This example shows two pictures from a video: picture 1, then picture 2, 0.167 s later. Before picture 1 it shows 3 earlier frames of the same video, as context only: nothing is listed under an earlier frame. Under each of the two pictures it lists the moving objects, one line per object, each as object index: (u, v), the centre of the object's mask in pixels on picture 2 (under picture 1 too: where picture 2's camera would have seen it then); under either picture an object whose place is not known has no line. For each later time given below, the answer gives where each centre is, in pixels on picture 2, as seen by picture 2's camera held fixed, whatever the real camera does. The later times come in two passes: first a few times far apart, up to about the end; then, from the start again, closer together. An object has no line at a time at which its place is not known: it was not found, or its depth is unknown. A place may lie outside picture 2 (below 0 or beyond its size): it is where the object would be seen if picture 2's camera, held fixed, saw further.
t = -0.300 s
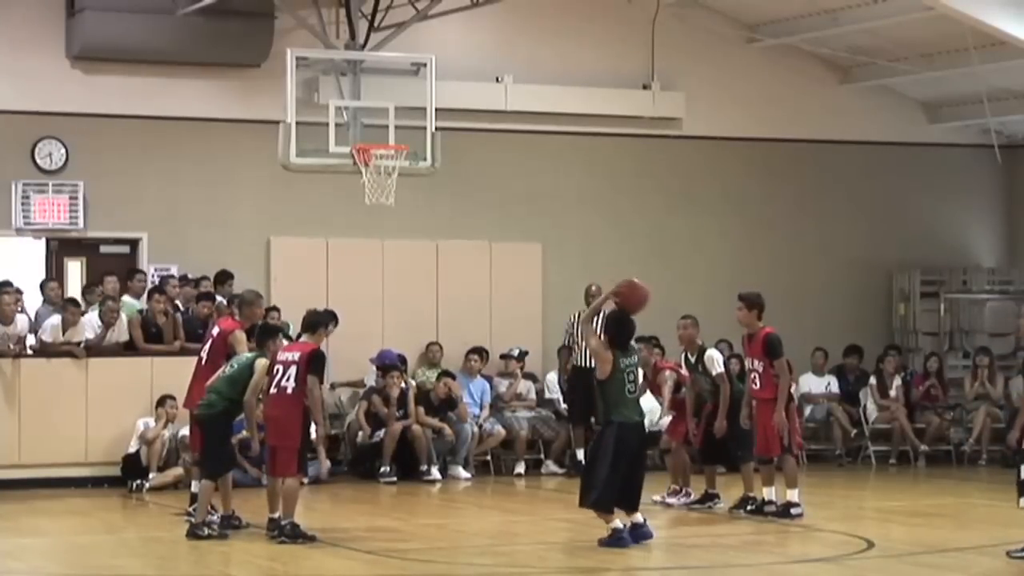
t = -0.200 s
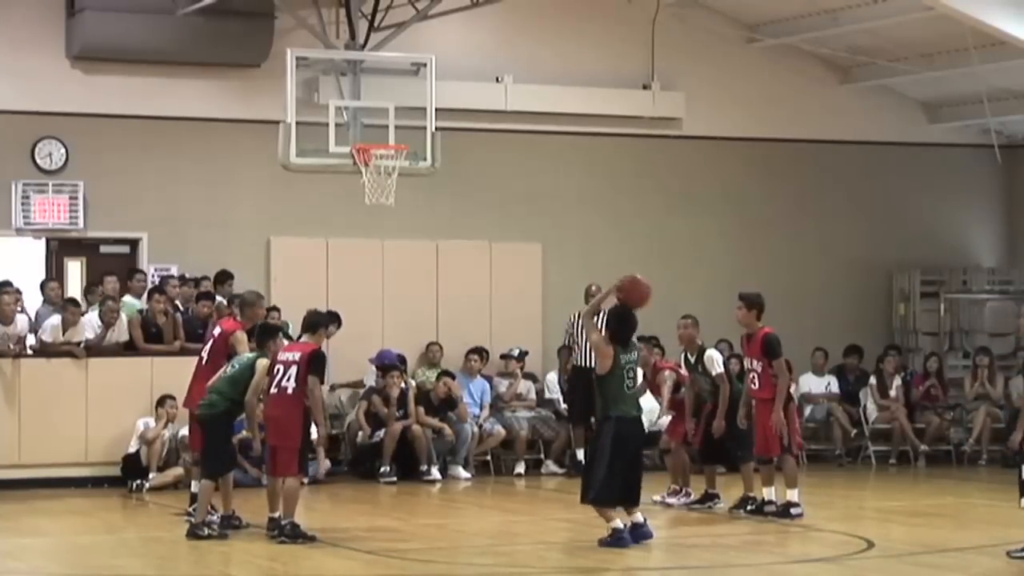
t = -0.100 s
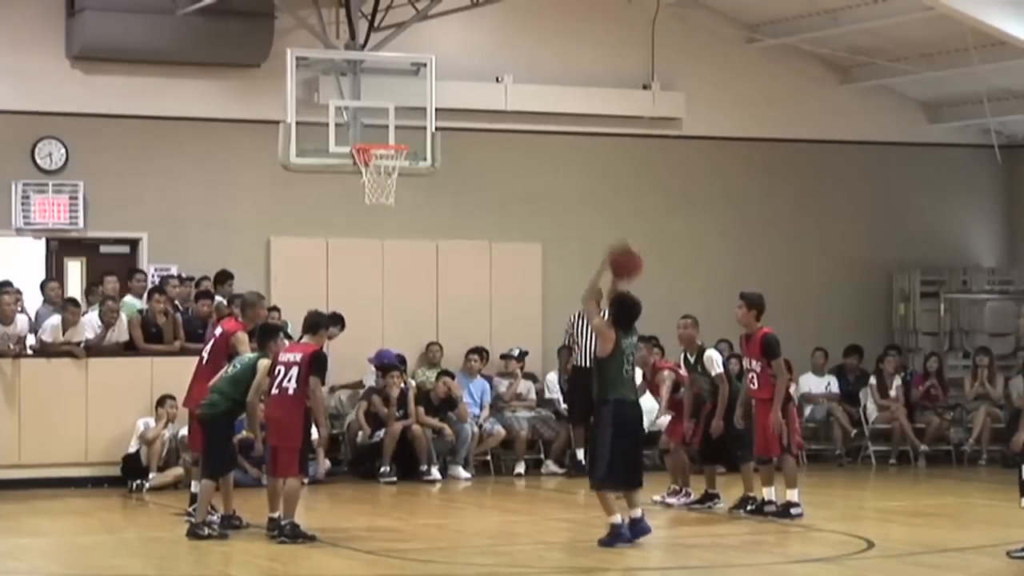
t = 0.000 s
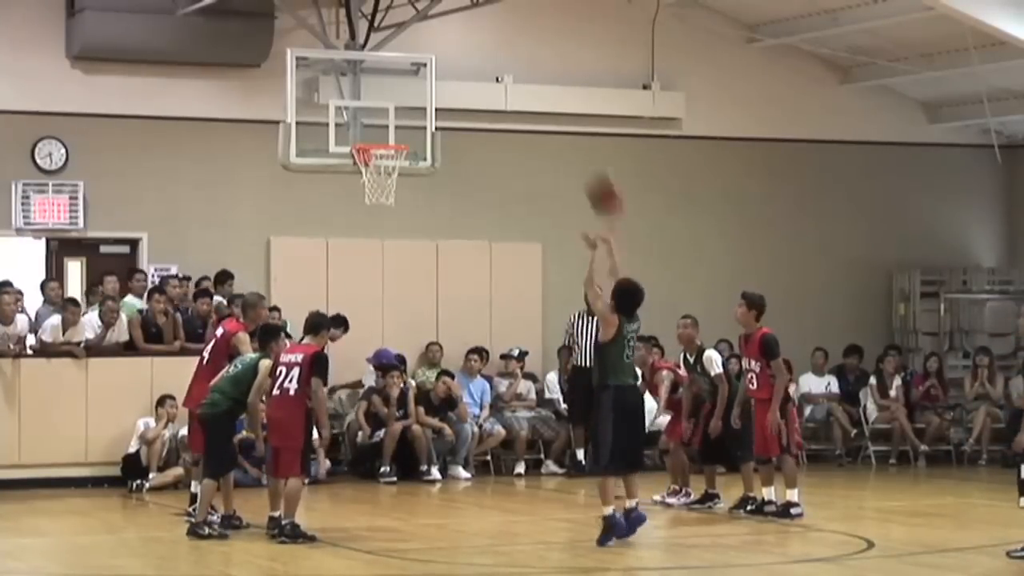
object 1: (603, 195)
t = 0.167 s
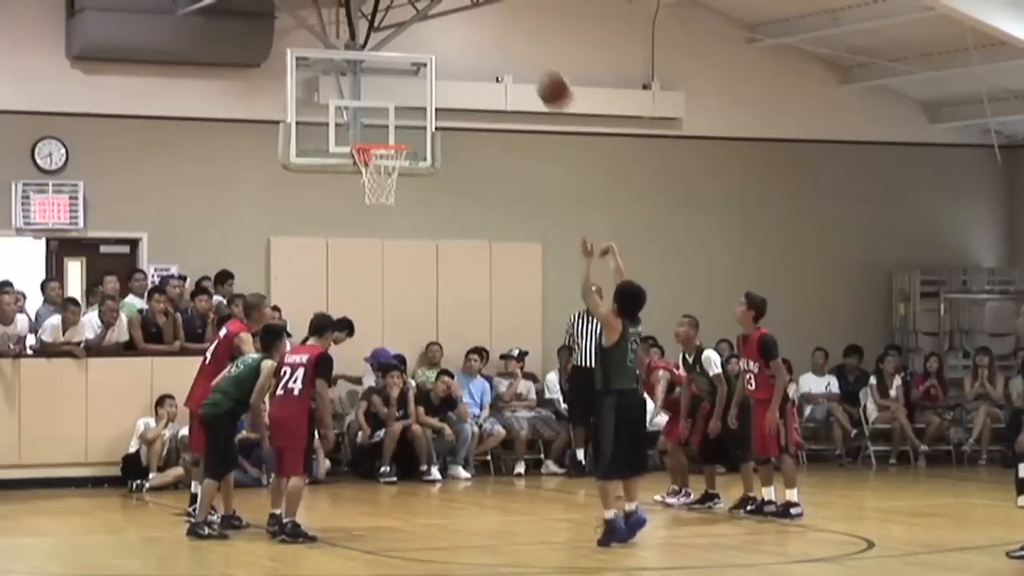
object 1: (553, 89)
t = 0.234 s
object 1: (535, 61)
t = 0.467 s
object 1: (475, 12)
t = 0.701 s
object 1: (422, 29)
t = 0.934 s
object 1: (373, 103)
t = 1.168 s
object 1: (399, 78)
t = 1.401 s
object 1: (456, 42)
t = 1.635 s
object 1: (513, 68)
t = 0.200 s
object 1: (544, 74)
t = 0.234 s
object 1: (535, 61)
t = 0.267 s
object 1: (527, 50)
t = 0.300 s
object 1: (517, 39)
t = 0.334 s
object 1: (509, 31)
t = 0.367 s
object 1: (500, 23)
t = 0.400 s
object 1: (492, 17)
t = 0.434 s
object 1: (484, 14)
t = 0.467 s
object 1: (475, 12)
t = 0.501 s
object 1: (467, 11)
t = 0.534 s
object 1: (460, 11)
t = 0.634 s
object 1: (437, 16)
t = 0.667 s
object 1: (430, 22)
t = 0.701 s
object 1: (422, 29)
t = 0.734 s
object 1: (416, 36)
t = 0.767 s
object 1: (408, 43)
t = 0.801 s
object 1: (401, 53)
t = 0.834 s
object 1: (394, 64)
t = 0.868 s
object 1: (387, 76)
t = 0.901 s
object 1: (380, 89)
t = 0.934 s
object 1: (373, 103)
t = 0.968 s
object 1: (367, 120)
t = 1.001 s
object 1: (360, 132)
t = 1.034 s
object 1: (367, 125)
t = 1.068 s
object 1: (376, 109)
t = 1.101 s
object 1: (384, 97)
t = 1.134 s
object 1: (391, 87)
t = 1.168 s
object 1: (399, 78)
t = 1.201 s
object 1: (408, 68)
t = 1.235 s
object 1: (416, 60)
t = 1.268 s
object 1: (423, 55)
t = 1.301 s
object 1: (432, 49)
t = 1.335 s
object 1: (440, 46)
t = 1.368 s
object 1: (448, 43)
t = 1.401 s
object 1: (456, 42)
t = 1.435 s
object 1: (464, 42)
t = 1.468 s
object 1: (472, 43)
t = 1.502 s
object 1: (481, 46)
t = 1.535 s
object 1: (489, 50)
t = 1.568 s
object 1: (496, 55)
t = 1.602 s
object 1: (504, 61)
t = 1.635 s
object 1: (513, 68)
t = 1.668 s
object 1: (520, 76)
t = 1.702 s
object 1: (528, 86)
